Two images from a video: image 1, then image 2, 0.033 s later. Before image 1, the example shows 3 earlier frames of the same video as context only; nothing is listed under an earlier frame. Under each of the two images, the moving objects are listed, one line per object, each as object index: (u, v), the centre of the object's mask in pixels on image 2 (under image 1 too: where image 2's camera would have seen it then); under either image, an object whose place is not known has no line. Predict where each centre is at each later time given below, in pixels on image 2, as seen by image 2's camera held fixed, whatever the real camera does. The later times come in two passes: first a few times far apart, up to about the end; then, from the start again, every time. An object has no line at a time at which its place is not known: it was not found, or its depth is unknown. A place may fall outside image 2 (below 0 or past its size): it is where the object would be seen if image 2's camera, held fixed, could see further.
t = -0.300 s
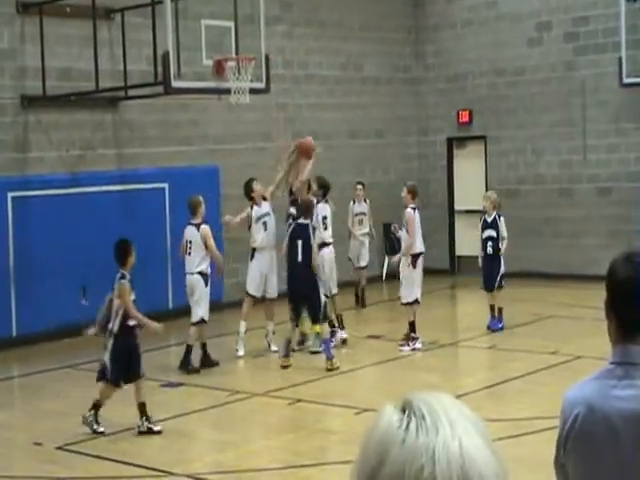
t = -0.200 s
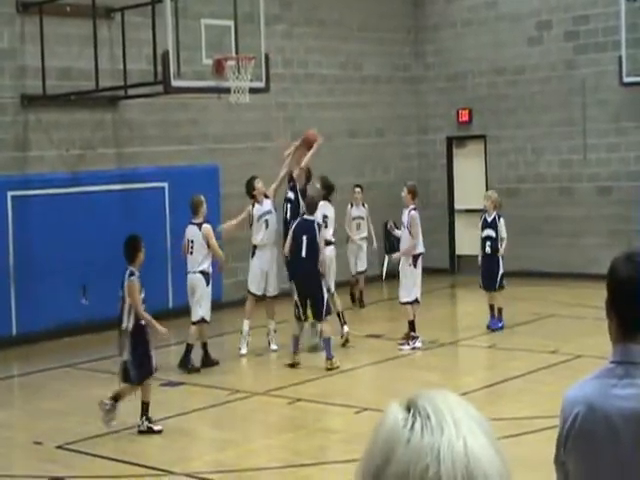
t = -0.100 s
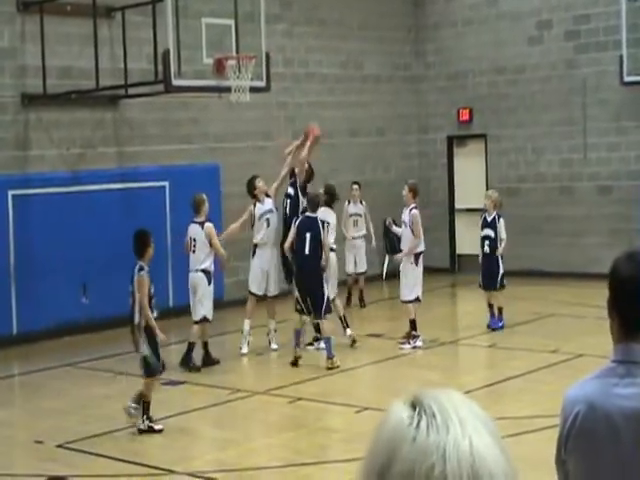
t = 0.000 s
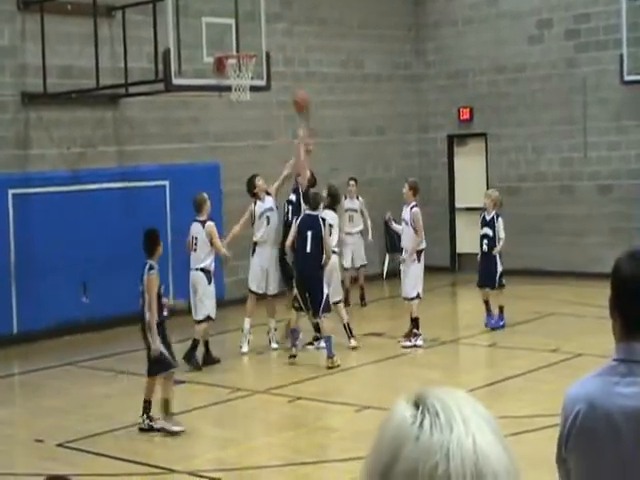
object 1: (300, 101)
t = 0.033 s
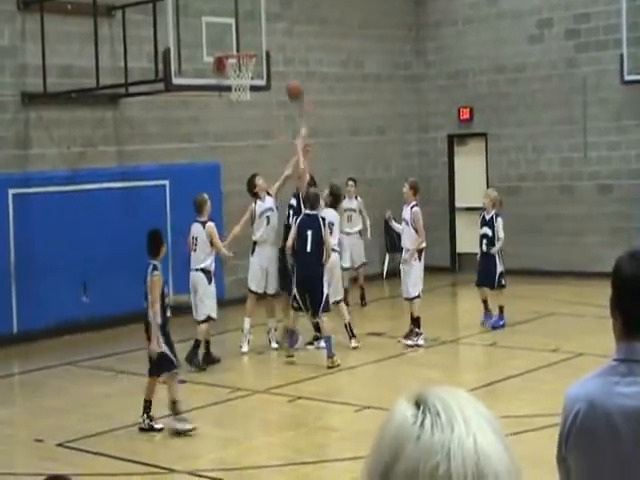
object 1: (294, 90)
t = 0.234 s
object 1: (262, 45)
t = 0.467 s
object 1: (242, 39)
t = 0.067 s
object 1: (290, 80)
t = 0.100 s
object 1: (284, 70)
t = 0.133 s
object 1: (278, 62)
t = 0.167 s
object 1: (274, 56)
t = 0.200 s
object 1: (266, 51)
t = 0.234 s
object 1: (262, 45)
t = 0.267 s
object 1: (259, 41)
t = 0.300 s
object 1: (255, 39)
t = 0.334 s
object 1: (253, 37)
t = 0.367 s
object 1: (250, 35)
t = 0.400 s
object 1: (248, 35)
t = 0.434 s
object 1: (247, 36)
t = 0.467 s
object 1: (242, 39)
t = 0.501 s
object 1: (240, 42)
